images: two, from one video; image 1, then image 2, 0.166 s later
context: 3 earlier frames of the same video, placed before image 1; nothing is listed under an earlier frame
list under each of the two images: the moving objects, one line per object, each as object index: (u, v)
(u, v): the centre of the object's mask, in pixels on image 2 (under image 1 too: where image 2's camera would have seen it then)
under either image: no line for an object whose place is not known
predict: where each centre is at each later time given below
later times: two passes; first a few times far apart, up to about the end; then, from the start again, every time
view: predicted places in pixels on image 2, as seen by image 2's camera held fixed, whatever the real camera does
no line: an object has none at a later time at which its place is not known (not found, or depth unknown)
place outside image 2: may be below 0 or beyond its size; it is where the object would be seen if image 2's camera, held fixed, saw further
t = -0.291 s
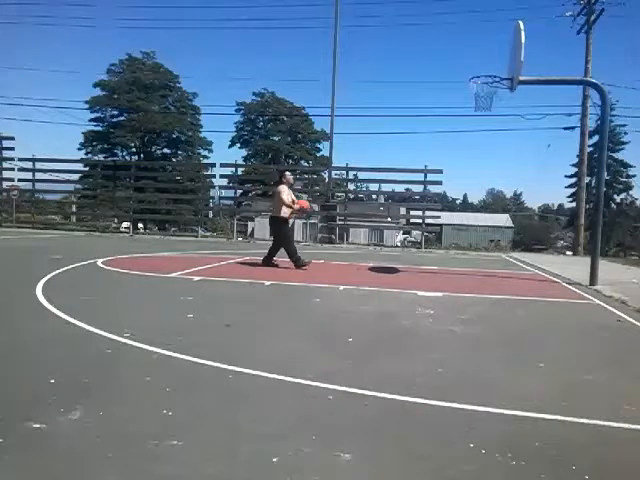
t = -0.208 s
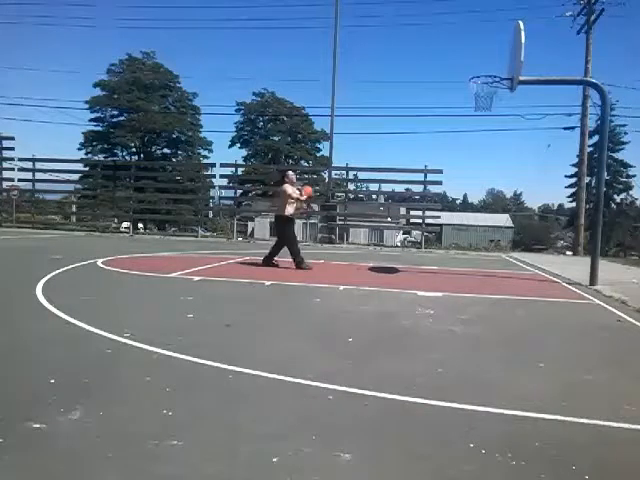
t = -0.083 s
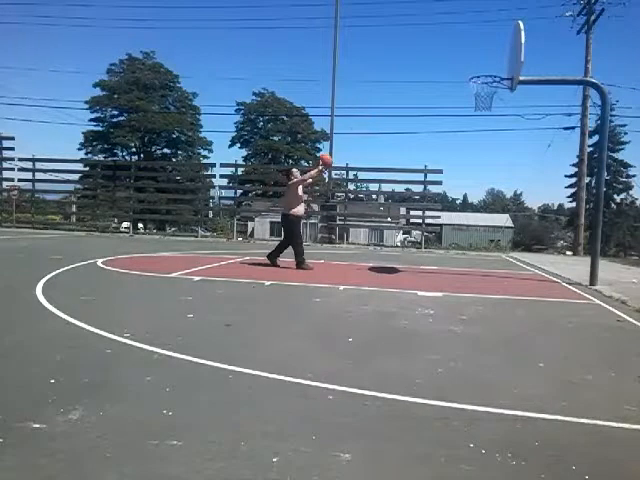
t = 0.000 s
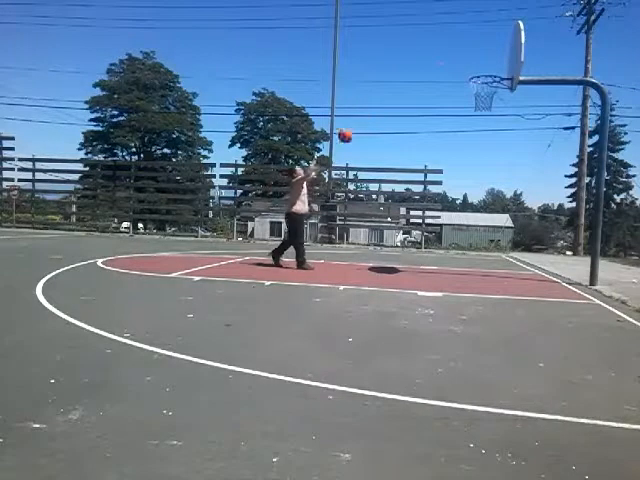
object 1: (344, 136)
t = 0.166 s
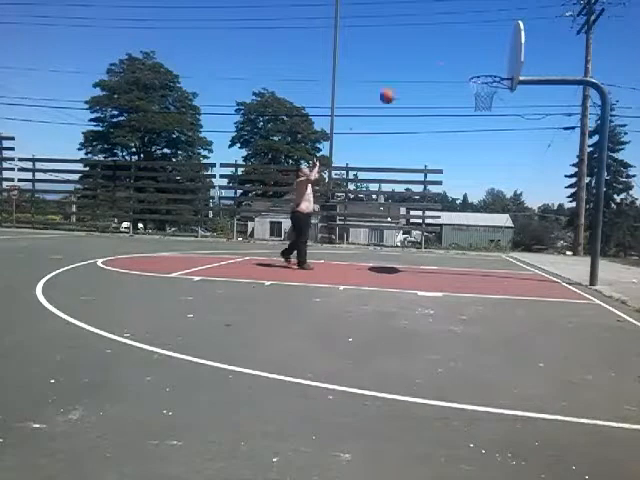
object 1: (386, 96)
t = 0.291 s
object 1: (418, 77)
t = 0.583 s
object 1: (491, 71)
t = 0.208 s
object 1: (397, 88)
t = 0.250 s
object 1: (407, 82)
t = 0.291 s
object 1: (418, 77)
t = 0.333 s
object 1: (428, 73)
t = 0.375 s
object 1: (439, 69)
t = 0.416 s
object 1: (449, 68)
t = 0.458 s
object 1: (459, 66)
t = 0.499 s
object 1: (470, 66)
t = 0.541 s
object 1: (481, 68)
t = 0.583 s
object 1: (491, 71)
